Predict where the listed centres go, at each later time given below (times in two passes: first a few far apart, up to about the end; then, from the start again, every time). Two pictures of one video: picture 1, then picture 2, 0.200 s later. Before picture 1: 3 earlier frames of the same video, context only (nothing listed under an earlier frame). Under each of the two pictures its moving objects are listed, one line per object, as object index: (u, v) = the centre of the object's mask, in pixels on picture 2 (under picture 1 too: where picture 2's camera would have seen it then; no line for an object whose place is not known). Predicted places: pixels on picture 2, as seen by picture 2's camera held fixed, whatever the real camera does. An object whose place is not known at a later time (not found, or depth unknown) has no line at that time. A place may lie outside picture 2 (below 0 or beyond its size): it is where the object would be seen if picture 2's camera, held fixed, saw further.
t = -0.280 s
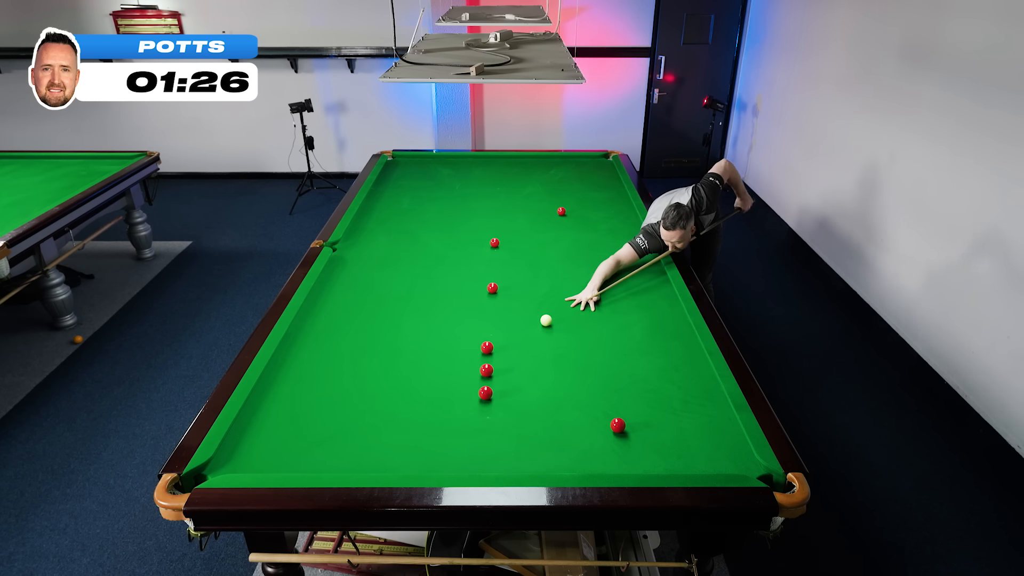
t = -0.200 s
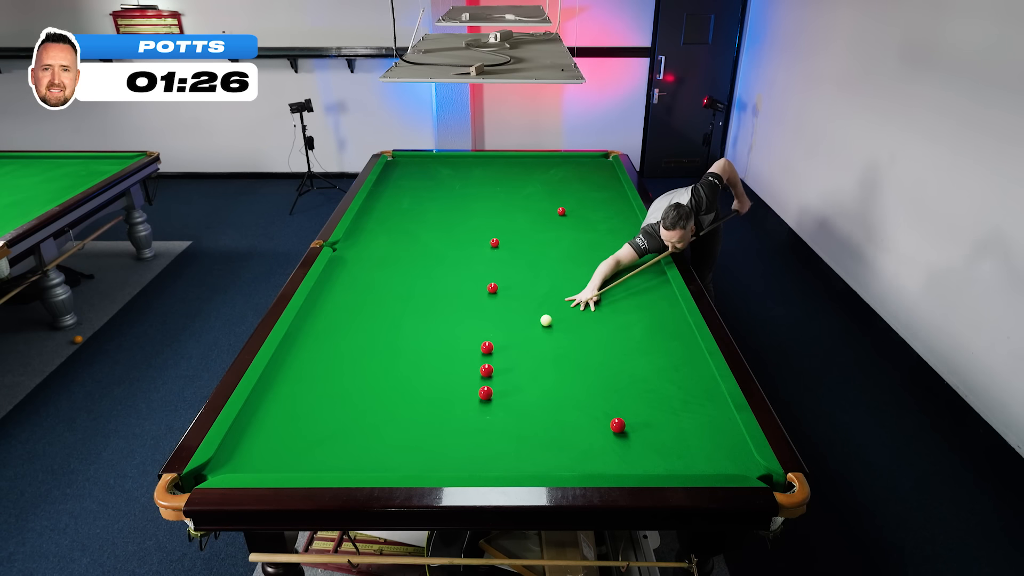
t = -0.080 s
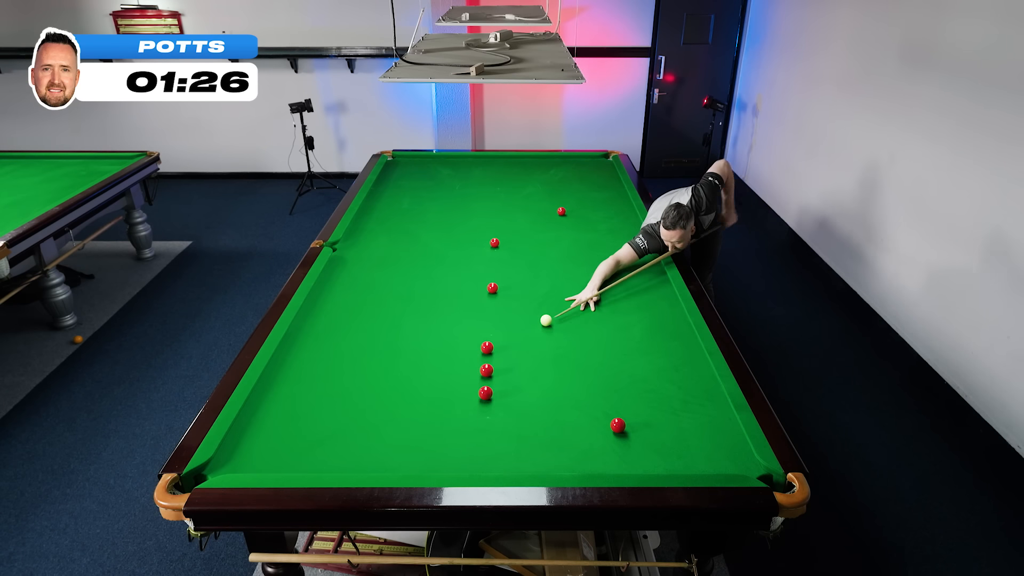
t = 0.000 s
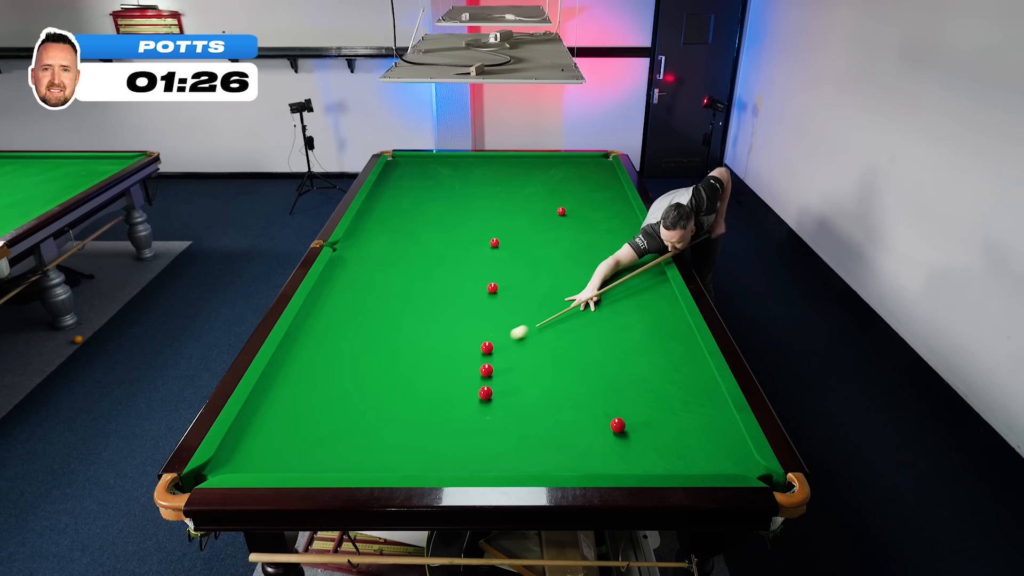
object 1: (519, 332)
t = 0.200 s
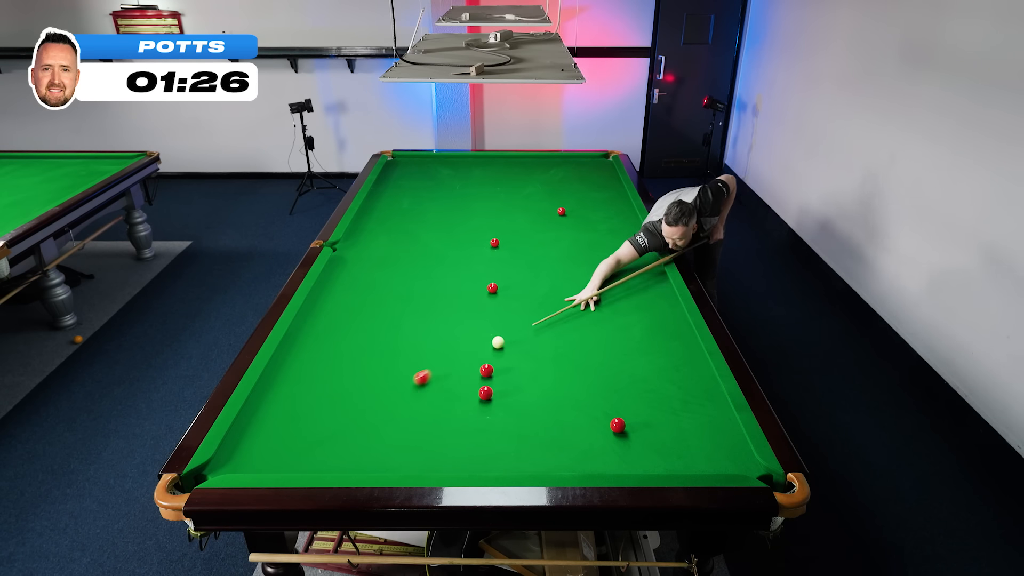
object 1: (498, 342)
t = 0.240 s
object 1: (498, 342)
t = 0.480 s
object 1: (502, 340)
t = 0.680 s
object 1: (503, 339)
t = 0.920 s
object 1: (505, 338)
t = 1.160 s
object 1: (506, 338)
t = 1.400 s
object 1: (506, 338)
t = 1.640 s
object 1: (506, 338)
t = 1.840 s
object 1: (506, 338)
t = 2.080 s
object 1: (506, 338)
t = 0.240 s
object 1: (498, 342)
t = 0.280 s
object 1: (499, 342)
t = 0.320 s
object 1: (500, 341)
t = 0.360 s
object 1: (500, 341)
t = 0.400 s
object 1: (501, 341)
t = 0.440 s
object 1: (501, 340)
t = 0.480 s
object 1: (502, 340)
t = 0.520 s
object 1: (502, 340)
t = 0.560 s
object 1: (502, 340)
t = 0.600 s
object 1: (503, 340)
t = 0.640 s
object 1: (503, 340)
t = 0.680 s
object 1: (503, 339)
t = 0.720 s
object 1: (504, 339)
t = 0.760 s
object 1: (504, 339)
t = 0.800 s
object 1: (504, 339)
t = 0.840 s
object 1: (505, 339)
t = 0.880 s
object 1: (505, 339)
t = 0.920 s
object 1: (505, 338)
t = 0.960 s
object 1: (505, 338)
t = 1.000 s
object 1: (505, 338)
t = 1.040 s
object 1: (505, 338)
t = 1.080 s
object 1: (506, 338)
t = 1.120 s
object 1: (506, 338)
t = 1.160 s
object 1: (506, 338)
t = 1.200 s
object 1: (506, 338)
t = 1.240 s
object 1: (506, 338)
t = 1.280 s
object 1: (506, 338)
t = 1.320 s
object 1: (506, 338)
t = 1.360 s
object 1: (506, 338)
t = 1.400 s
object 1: (506, 338)
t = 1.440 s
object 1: (506, 338)
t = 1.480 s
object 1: (506, 338)
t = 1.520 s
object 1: (506, 338)
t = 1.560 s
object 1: (506, 338)
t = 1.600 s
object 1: (506, 338)
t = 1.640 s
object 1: (506, 338)
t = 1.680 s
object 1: (506, 338)
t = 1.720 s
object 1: (506, 338)
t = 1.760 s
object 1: (506, 338)
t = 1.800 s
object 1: (506, 338)
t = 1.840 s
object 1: (506, 338)
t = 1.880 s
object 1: (506, 338)
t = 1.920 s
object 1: (506, 338)
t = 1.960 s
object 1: (506, 338)
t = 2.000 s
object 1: (506, 338)
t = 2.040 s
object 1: (506, 338)
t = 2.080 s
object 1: (506, 338)
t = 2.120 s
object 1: (506, 338)
